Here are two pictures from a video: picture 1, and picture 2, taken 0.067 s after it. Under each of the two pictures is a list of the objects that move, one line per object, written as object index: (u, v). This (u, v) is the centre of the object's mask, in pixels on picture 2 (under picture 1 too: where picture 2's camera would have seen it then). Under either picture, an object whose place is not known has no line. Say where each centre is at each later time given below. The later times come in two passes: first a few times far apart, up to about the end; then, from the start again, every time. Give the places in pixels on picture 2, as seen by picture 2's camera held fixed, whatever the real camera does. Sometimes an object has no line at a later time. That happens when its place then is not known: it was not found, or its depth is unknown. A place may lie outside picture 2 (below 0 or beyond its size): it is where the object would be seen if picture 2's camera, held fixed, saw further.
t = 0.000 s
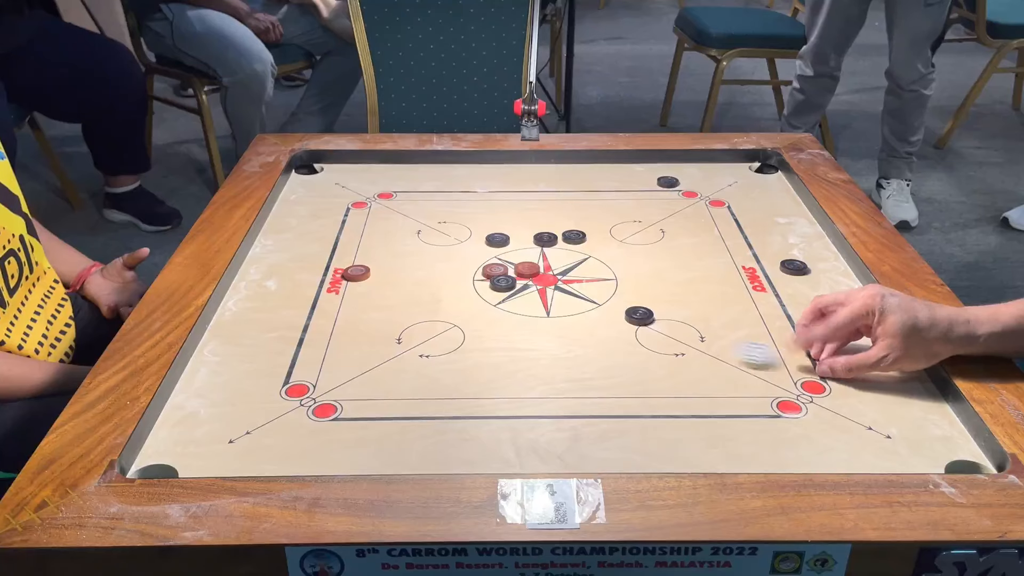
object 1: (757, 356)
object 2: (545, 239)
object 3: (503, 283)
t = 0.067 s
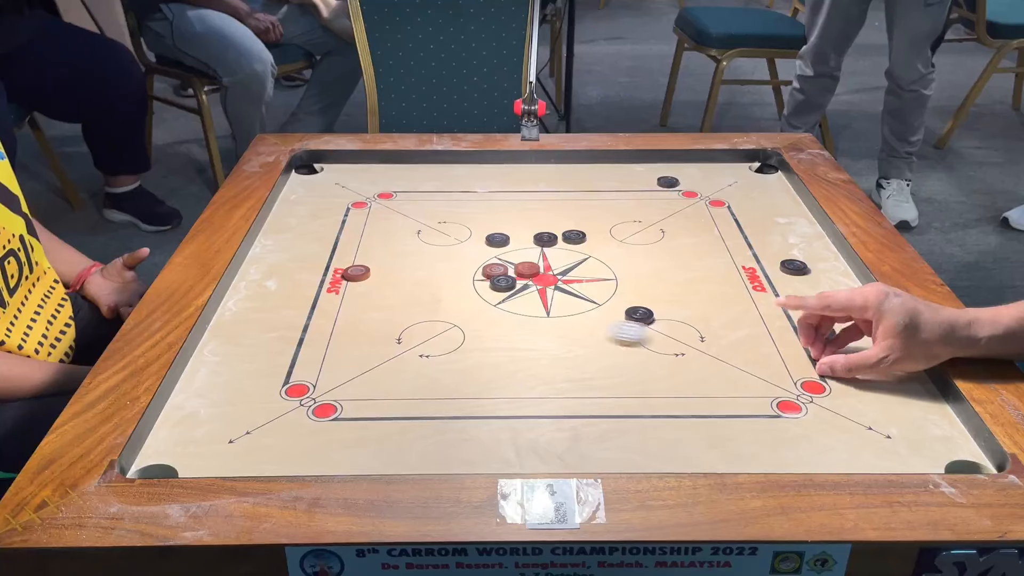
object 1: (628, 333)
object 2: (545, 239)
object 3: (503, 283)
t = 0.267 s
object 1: (319, 286)
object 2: (545, 239)
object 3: (503, 283)
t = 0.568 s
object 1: (479, 288)
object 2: (545, 239)
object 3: (520, 282)
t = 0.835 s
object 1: (578, 300)
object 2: (540, 224)
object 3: (742, 311)
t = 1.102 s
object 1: (617, 304)
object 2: (538, 218)
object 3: (864, 309)
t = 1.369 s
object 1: (617, 304)
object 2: (538, 218)
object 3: (854, 309)
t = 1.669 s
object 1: (618, 304)
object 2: (538, 218)
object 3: (854, 310)
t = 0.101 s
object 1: (571, 324)
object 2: (545, 239)
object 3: (503, 283)
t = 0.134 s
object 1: (515, 314)
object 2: (545, 239)
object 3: (503, 283)
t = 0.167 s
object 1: (461, 305)
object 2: (545, 239)
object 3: (503, 283)
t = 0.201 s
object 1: (411, 296)
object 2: (545, 239)
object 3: (503, 283)
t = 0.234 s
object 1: (362, 287)
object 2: (545, 239)
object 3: (503, 283)
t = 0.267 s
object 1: (319, 286)
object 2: (545, 239)
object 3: (503, 283)
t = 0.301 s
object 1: (277, 285)
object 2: (545, 239)
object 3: (503, 283)
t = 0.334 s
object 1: (253, 285)
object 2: (545, 239)
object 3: (503, 283)
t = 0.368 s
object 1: (289, 285)
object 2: (545, 239)
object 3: (503, 283)
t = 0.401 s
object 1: (323, 285)
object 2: (545, 239)
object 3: (503, 283)
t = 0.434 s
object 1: (358, 286)
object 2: (545, 239)
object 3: (503, 283)
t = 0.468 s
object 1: (390, 286)
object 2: (545, 239)
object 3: (503, 283)
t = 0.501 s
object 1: (424, 285)
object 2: (545, 239)
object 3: (503, 283)
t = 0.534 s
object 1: (455, 286)
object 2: (545, 239)
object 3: (503, 283)
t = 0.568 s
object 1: (479, 288)
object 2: (545, 239)
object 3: (520, 282)
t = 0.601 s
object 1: (494, 290)
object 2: (545, 239)
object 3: (548, 285)
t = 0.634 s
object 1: (509, 291)
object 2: (545, 239)
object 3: (577, 289)
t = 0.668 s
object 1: (522, 293)
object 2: (545, 238)
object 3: (605, 293)
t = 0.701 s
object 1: (534, 295)
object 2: (544, 235)
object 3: (633, 296)
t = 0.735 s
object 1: (547, 296)
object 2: (543, 231)
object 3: (660, 300)
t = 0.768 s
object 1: (559, 297)
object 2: (542, 228)
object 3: (688, 303)
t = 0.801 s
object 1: (569, 299)
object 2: (541, 226)
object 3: (715, 307)
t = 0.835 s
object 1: (578, 300)
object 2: (540, 224)
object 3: (742, 311)
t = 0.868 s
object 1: (587, 301)
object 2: (539, 222)
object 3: (768, 314)
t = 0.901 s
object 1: (594, 302)
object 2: (539, 220)
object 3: (793, 317)
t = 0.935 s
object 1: (601, 303)
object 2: (538, 219)
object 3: (812, 317)
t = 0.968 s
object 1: (607, 303)
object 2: (538, 219)
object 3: (826, 315)
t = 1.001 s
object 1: (611, 304)
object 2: (538, 218)
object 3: (840, 313)
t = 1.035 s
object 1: (615, 304)
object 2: (538, 218)
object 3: (852, 311)
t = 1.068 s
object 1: (616, 304)
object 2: (538, 218)
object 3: (864, 309)
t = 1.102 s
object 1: (617, 304)
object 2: (538, 218)
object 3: (864, 309)
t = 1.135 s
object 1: (617, 304)
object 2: (538, 218)
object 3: (860, 309)
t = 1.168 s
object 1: (617, 304)
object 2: (538, 218)
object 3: (857, 309)
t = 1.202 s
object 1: (617, 304)
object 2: (538, 218)
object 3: (855, 309)
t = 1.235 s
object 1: (617, 304)
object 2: (538, 218)
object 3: (854, 309)
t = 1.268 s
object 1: (617, 304)
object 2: (538, 218)
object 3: (854, 309)
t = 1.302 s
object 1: (617, 304)
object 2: (538, 218)
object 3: (854, 309)
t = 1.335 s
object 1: (617, 304)
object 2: (538, 218)
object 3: (854, 309)
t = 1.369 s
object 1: (617, 304)
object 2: (538, 218)
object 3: (854, 309)
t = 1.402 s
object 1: (617, 304)
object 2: (538, 218)
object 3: (854, 309)
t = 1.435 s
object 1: (617, 304)
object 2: (538, 218)
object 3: (854, 309)
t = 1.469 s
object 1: (617, 304)
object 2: (538, 218)
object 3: (854, 309)
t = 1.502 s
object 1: (617, 304)
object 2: (538, 218)
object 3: (854, 310)
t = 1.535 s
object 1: (617, 304)
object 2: (538, 218)
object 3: (854, 309)
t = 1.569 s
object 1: (617, 304)
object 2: (538, 218)
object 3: (854, 309)
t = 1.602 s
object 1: (618, 304)
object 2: (538, 218)
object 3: (854, 310)
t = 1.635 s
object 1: (618, 304)
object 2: (538, 218)
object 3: (854, 310)
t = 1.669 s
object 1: (618, 304)
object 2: (538, 218)
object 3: (854, 310)
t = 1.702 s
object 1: (618, 304)
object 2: (538, 218)
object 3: (854, 310)
